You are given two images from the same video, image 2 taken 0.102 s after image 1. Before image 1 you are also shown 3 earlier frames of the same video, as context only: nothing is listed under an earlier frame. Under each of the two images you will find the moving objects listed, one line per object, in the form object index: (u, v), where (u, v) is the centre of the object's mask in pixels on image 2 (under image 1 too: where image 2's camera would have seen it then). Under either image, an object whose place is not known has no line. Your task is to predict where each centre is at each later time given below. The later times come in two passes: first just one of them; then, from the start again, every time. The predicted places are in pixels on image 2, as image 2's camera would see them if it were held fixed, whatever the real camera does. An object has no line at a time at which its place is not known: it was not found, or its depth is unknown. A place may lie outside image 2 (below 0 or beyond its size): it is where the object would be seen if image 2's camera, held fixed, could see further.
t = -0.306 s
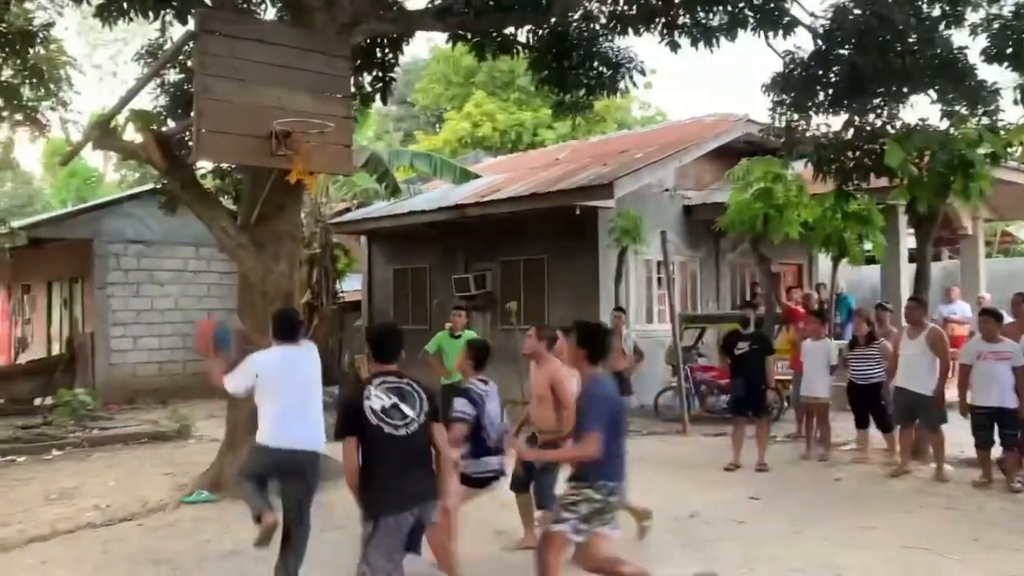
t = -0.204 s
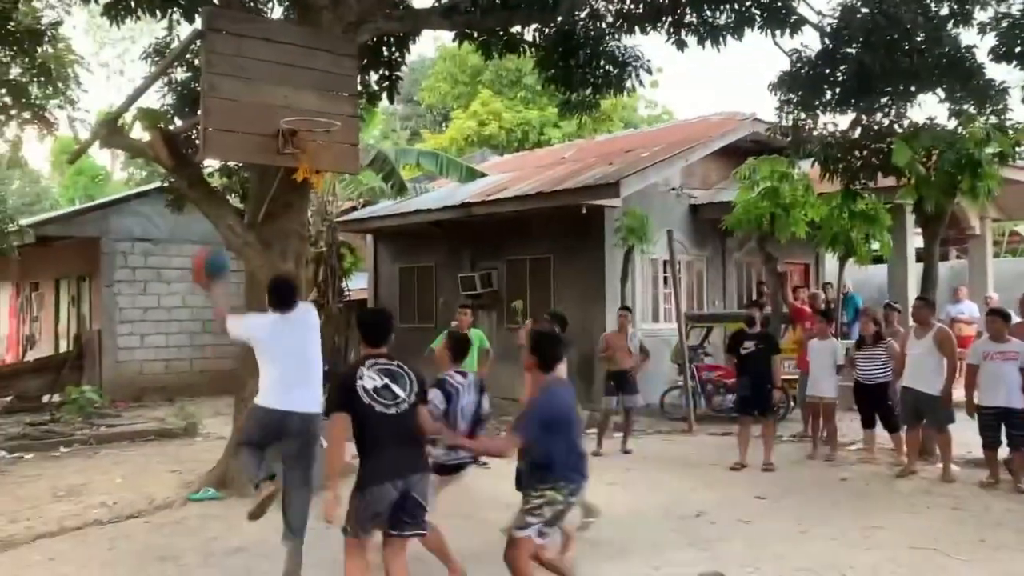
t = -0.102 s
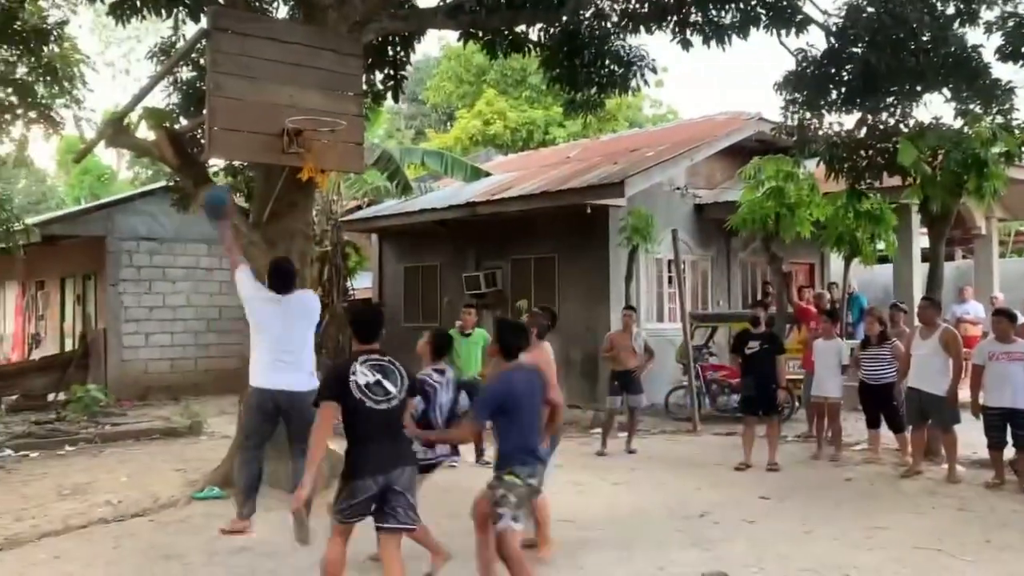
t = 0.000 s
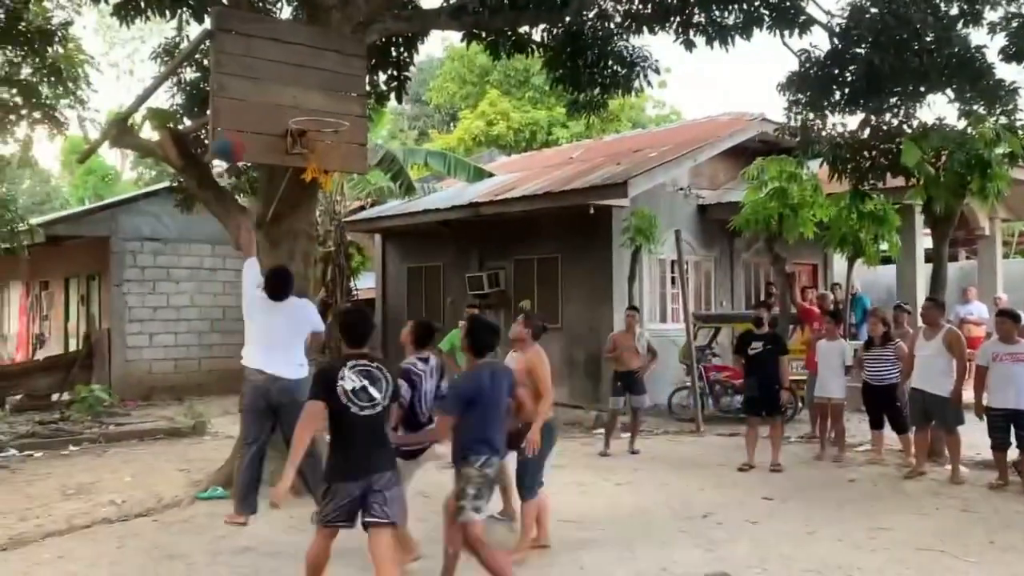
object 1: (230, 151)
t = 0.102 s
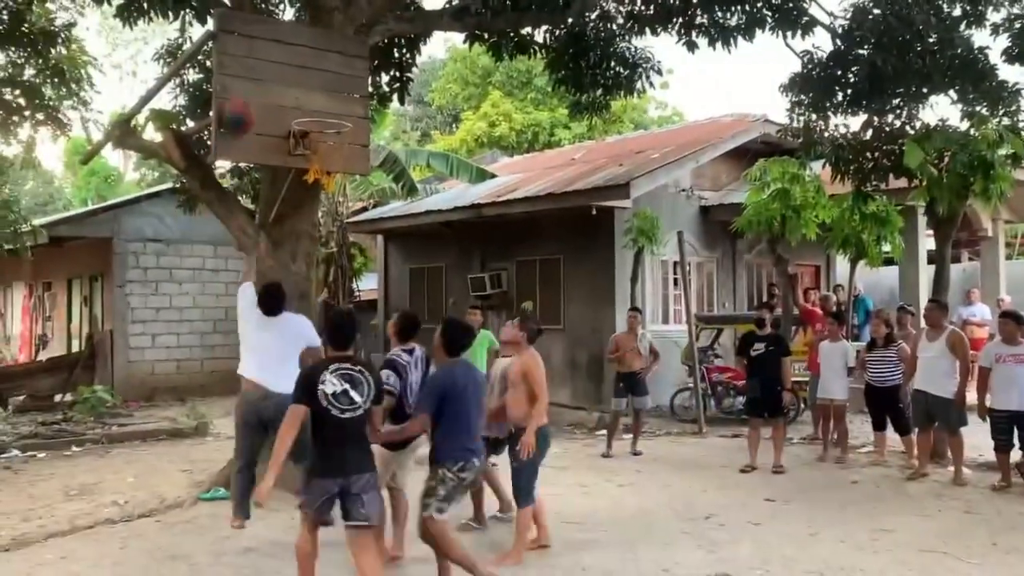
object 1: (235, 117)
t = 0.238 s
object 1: (259, 97)
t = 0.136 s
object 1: (240, 110)
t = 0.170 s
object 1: (247, 103)
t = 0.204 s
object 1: (254, 101)
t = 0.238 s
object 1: (259, 97)
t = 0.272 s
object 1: (263, 96)
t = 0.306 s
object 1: (271, 98)
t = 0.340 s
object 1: (277, 99)
